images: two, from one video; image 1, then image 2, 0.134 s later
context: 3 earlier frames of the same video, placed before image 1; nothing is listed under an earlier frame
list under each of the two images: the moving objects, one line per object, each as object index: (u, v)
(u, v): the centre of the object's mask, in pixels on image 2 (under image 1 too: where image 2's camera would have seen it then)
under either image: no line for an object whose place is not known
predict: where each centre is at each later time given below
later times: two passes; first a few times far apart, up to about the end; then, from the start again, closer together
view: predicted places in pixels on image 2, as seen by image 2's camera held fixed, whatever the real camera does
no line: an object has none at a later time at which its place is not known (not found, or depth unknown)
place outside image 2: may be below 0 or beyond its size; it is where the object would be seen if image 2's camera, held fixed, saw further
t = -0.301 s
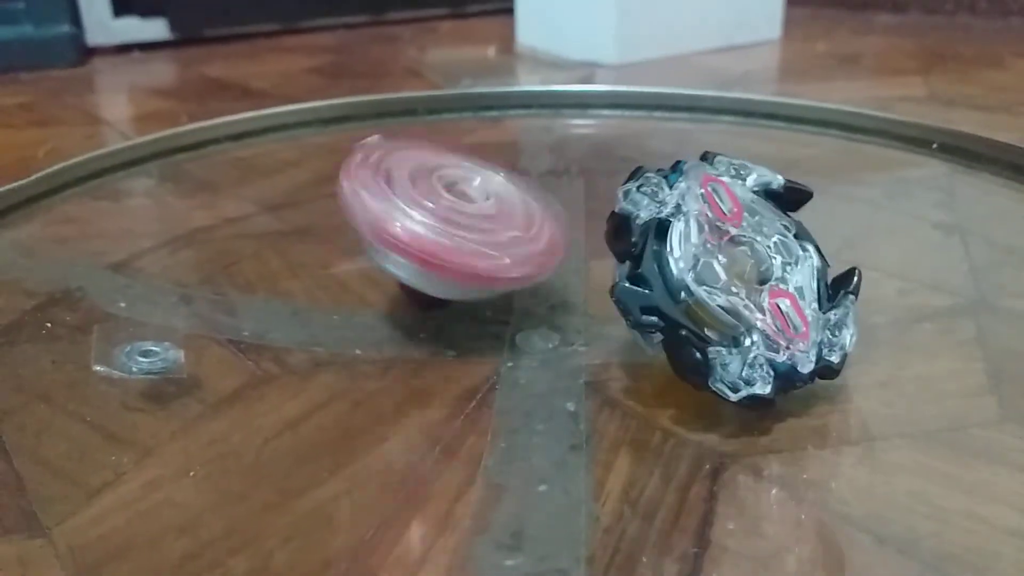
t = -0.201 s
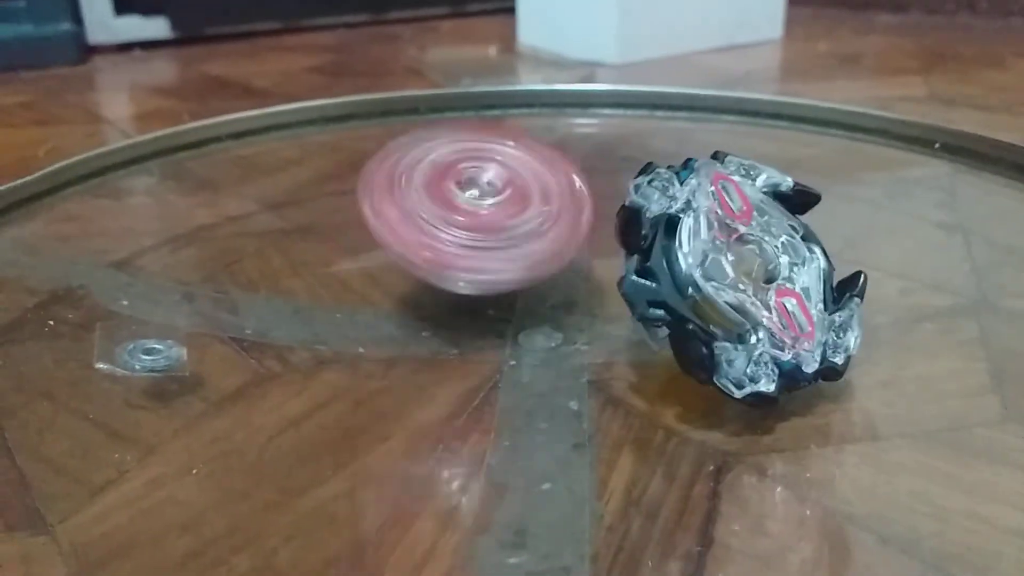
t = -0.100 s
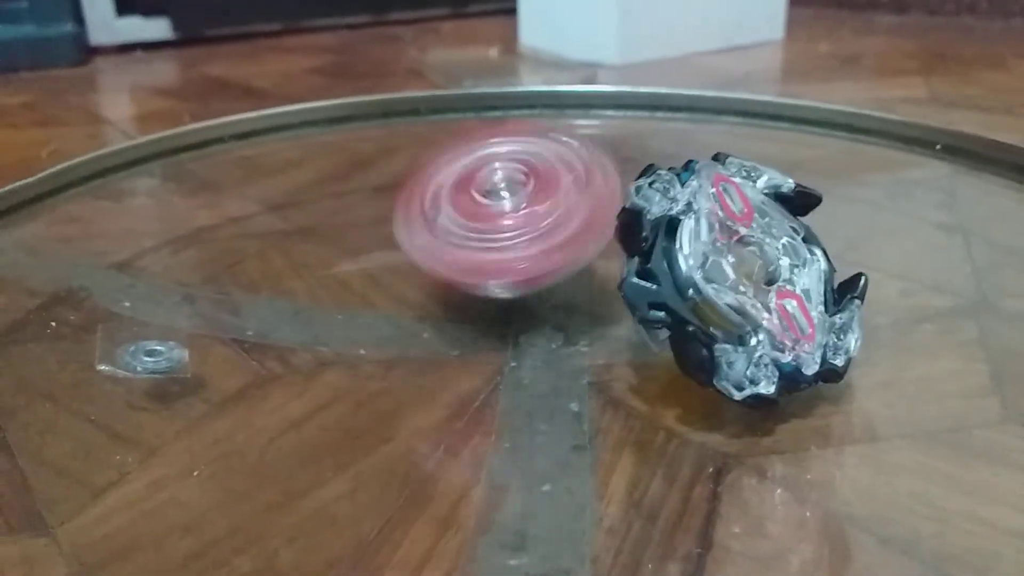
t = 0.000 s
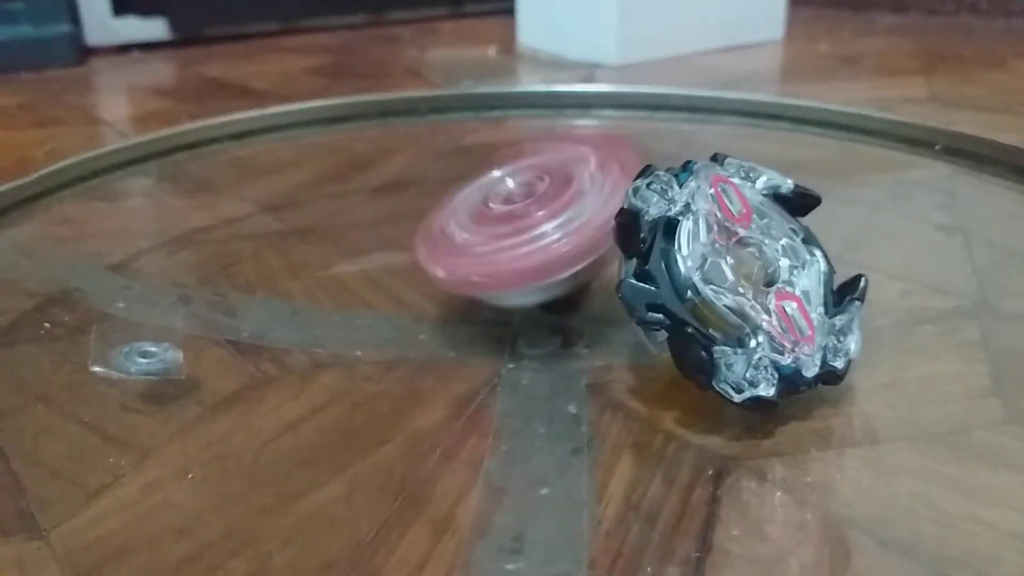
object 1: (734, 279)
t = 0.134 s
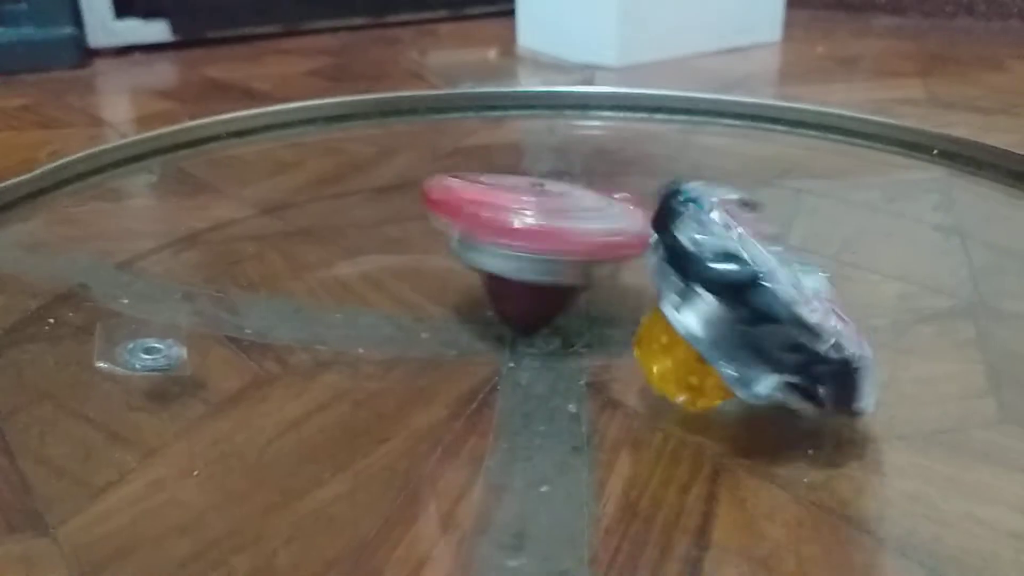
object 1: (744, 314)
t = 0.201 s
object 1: (737, 316)
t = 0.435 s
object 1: (775, 364)
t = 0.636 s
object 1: (742, 329)
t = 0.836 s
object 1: (634, 284)
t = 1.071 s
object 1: (578, 308)
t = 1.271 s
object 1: (586, 303)
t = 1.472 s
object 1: (617, 290)
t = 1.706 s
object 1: (664, 288)
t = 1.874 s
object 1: (672, 311)
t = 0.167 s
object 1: (737, 316)
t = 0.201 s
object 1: (737, 316)
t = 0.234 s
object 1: (741, 321)
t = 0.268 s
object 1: (759, 337)
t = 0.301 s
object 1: (767, 349)
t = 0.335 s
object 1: (769, 356)
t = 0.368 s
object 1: (773, 361)
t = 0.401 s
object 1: (775, 364)
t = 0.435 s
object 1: (775, 364)
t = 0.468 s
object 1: (775, 363)
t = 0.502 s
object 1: (773, 361)
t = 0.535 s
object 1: (768, 358)
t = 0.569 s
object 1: (765, 348)
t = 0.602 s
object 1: (762, 340)
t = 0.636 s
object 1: (742, 329)
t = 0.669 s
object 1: (700, 287)
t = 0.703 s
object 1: (692, 284)
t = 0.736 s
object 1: (677, 285)
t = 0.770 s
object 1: (664, 284)
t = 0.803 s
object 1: (649, 283)
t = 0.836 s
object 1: (634, 284)
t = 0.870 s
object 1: (620, 287)
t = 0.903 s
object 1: (611, 289)
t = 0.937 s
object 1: (601, 293)
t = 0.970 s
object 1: (593, 296)
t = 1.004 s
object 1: (587, 300)
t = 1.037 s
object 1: (582, 304)
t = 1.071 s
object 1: (578, 308)
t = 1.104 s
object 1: (576, 310)
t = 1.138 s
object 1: (576, 311)
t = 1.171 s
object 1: (576, 310)
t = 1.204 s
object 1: (578, 308)
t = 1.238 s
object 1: (582, 305)
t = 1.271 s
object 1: (586, 303)
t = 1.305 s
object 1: (590, 301)
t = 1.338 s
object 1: (593, 298)
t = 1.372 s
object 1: (598, 296)
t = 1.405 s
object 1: (603, 294)
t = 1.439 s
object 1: (609, 292)
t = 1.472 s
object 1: (617, 290)
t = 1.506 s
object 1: (627, 288)
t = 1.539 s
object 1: (636, 287)
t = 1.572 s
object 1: (644, 288)
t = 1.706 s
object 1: (664, 288)
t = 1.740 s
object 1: (676, 312)
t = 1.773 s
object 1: (681, 311)
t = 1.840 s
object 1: (677, 311)
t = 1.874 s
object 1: (672, 311)
